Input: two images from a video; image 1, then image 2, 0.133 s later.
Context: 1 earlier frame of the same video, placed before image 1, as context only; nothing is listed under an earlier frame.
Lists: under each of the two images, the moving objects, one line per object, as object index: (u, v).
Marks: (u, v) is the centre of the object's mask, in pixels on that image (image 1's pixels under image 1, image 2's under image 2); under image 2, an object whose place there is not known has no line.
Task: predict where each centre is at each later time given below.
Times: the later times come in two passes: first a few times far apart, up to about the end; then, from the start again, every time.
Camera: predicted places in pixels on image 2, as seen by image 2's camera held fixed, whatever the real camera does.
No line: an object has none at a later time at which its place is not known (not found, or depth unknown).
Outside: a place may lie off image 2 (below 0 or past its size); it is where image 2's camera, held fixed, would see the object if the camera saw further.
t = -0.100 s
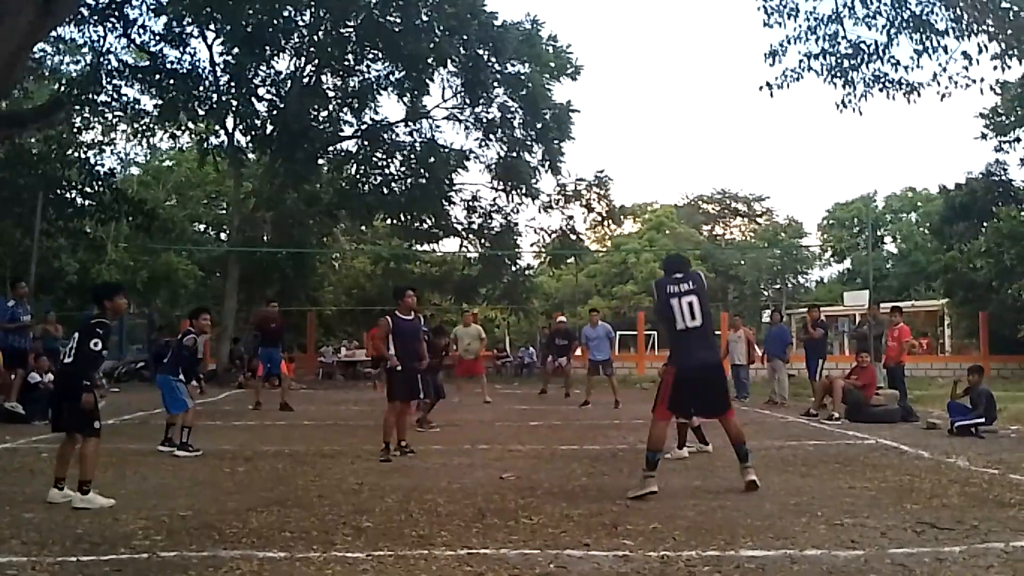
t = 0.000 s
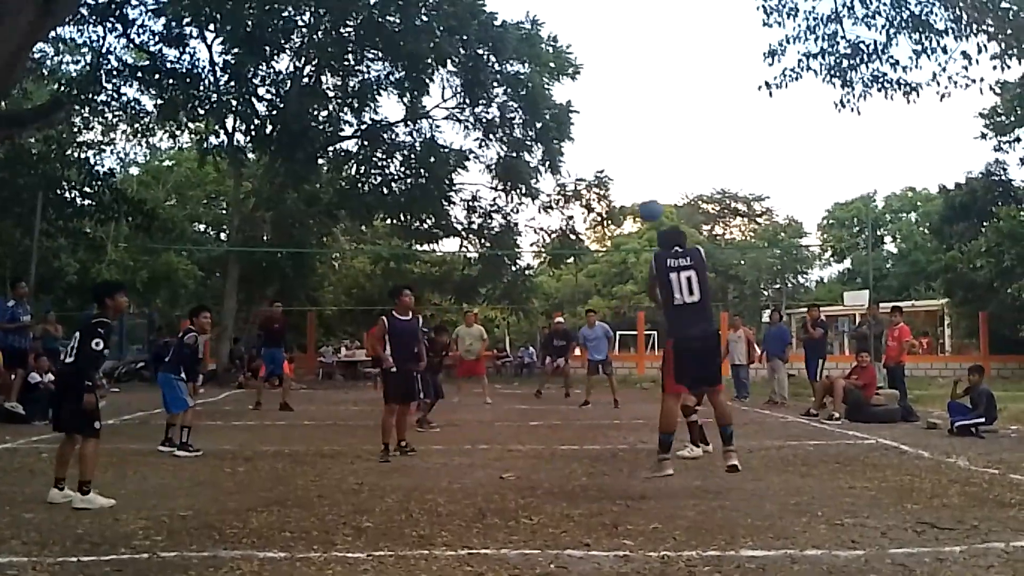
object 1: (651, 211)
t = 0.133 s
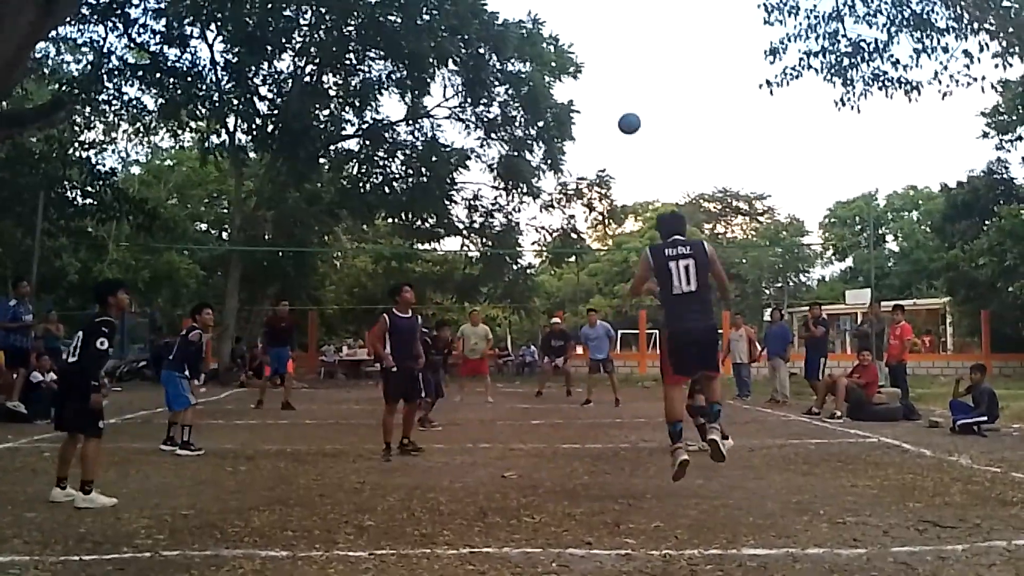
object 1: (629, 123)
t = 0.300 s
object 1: (604, 54)
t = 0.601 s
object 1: (566, 16)
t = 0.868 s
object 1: (540, 55)
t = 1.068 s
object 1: (524, 123)
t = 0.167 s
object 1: (624, 106)
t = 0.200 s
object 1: (619, 91)
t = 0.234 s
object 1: (614, 77)
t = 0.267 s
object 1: (609, 65)
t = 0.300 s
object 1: (604, 54)
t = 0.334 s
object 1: (599, 45)
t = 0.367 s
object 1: (595, 38)
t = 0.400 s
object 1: (590, 31)
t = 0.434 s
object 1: (586, 25)
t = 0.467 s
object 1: (582, 21)
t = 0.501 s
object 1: (578, 18)
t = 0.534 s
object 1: (574, 16)
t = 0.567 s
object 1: (570, 15)
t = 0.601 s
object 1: (566, 16)
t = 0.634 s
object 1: (562, 17)
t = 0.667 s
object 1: (559, 20)
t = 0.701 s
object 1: (556, 23)
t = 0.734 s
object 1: (552, 28)
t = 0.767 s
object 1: (548, 34)
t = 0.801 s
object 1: (547, 40)
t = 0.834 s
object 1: (542, 48)
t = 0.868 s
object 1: (540, 55)
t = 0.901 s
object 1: (538, 64)
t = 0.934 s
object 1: (535, 76)
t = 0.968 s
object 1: (532, 83)
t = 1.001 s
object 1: (528, 95)
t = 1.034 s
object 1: (527, 109)
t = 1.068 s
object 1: (524, 123)
